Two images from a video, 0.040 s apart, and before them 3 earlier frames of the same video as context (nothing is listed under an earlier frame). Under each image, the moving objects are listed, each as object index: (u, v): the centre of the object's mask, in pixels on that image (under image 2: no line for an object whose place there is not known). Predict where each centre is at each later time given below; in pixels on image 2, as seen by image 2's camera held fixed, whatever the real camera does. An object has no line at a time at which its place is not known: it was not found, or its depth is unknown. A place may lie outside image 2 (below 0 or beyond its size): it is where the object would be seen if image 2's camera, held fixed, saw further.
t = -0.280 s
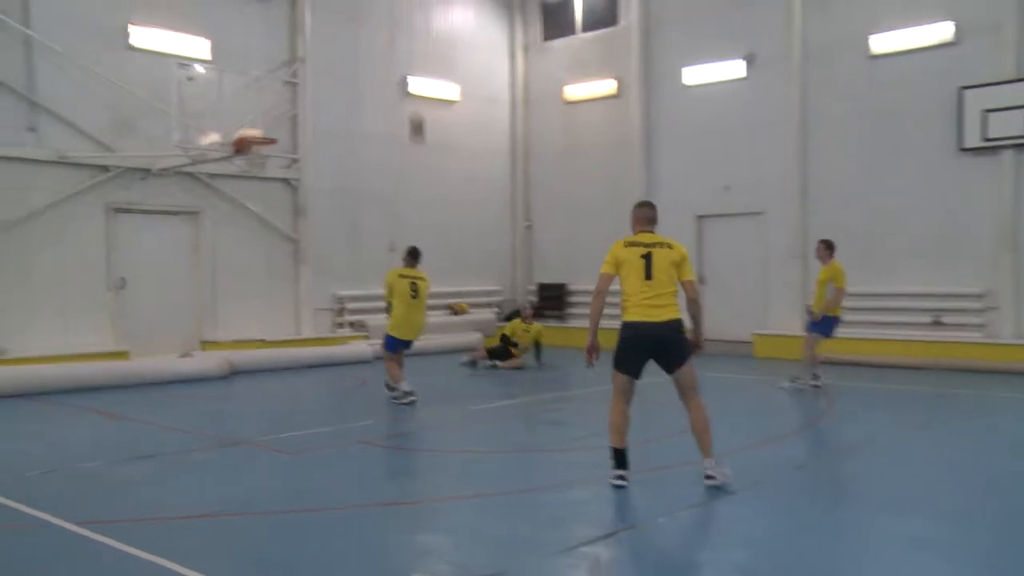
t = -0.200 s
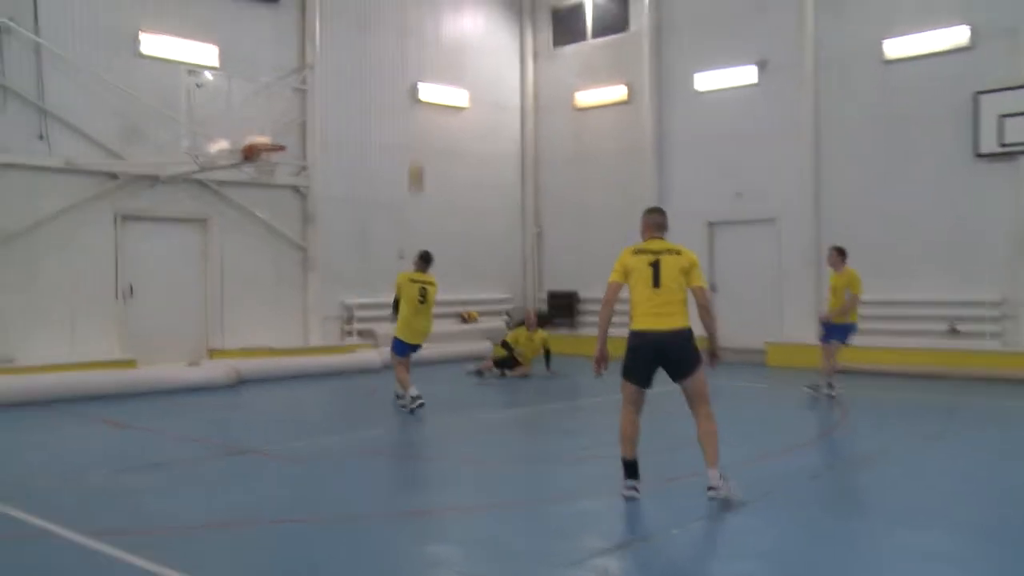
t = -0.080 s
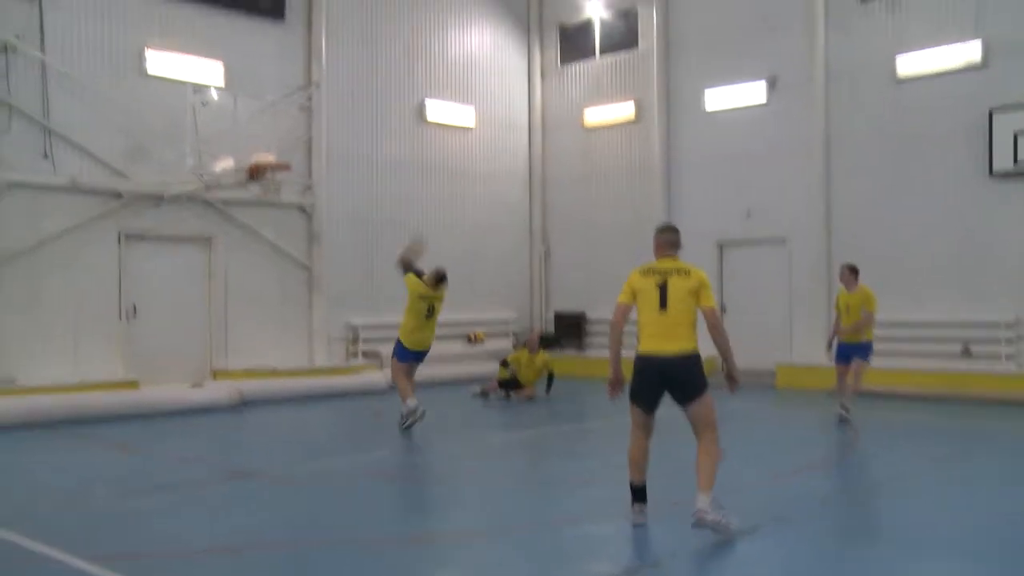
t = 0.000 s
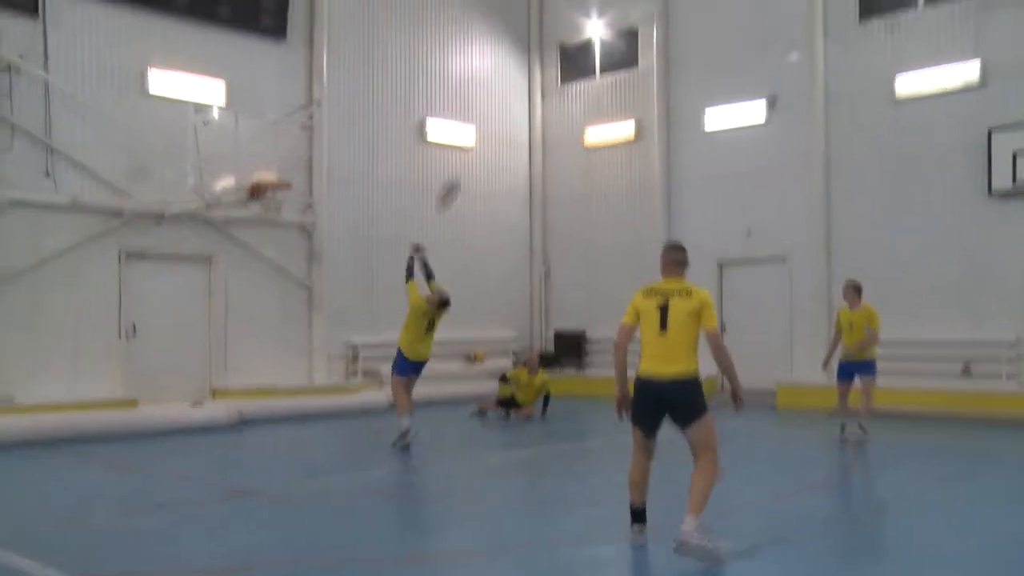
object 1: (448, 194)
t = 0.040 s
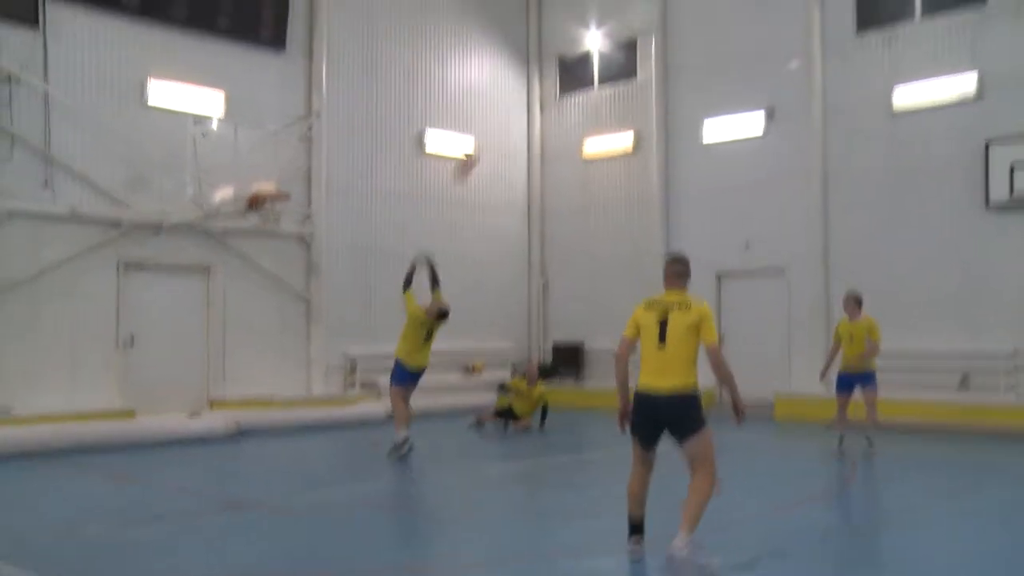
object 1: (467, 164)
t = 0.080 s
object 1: (485, 128)
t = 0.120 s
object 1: (505, 92)
